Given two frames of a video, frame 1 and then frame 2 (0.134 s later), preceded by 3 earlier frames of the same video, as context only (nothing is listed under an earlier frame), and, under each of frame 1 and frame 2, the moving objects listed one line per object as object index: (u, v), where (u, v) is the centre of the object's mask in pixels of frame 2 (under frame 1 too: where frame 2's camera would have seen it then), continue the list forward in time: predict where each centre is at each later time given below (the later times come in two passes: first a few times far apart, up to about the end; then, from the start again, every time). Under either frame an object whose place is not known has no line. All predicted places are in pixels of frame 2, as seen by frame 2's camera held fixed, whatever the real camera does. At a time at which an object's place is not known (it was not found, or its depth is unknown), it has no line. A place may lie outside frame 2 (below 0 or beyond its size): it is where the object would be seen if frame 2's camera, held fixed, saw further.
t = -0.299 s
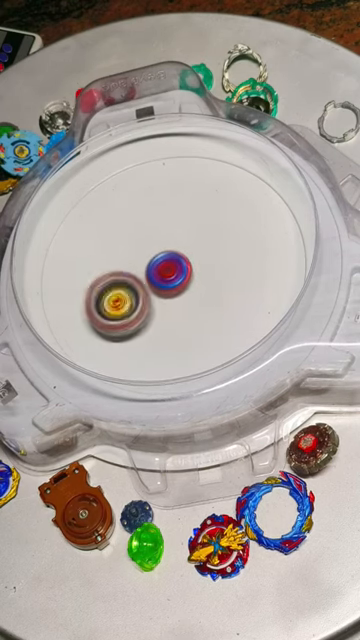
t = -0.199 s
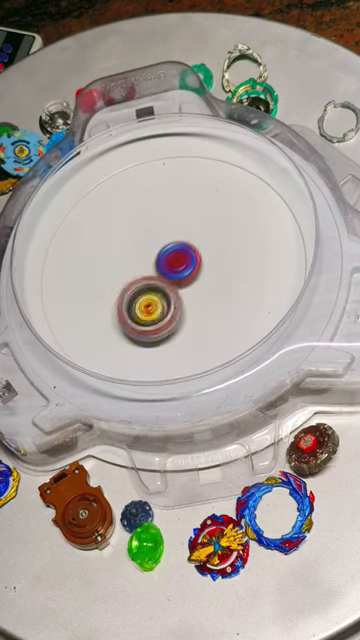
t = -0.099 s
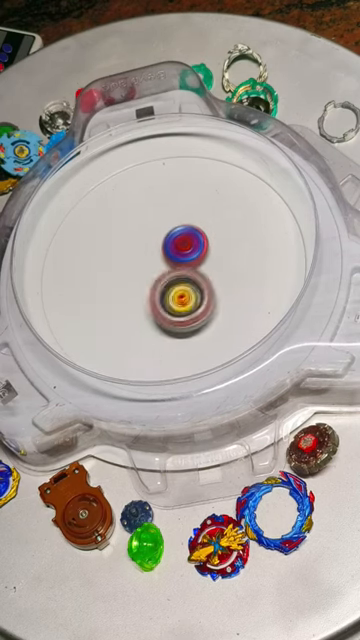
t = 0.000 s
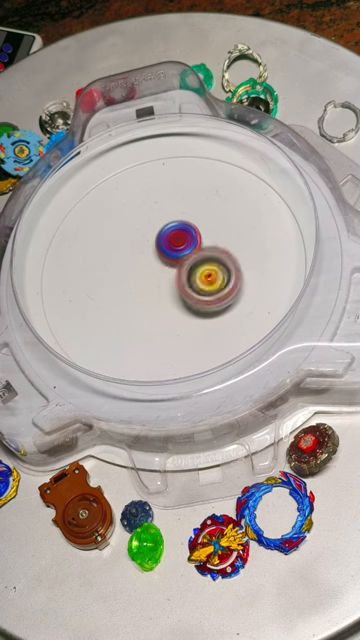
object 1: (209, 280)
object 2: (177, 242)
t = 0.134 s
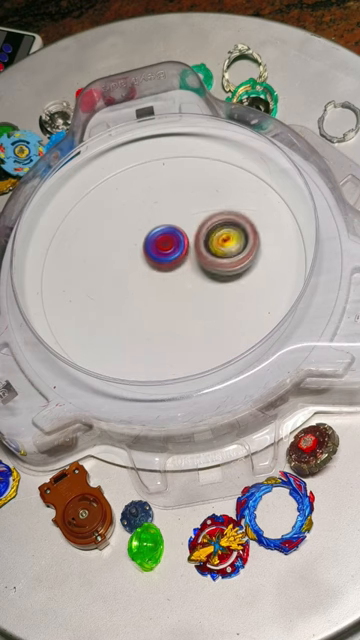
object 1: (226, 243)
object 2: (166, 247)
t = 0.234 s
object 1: (221, 217)
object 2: (159, 252)
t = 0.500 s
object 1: (158, 194)
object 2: (156, 268)
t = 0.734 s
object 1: (118, 246)
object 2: (168, 270)
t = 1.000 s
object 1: (140, 308)
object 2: (190, 259)
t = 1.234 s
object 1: (201, 306)
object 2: (182, 250)
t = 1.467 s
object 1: (220, 253)
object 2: (170, 255)
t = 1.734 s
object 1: (174, 214)
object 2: (125, 281)
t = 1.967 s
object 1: (120, 238)
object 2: (150, 296)
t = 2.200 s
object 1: (103, 285)
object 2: (205, 294)
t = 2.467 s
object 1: (153, 311)
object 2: (226, 241)
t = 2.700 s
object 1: (194, 268)
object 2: (174, 230)
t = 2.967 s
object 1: (181, 218)
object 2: (135, 251)
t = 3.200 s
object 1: (136, 216)
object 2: (139, 272)
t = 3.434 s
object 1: (115, 248)
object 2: (166, 311)
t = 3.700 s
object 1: (139, 276)
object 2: (205, 291)
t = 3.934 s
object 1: (133, 262)
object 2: (190, 263)
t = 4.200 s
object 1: (103, 258)
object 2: (167, 256)
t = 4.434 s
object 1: (98, 269)
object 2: (162, 258)
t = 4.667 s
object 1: (94, 281)
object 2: (157, 266)
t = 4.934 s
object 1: (92, 278)
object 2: (170, 285)
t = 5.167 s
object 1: (64, 272)
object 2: (197, 310)
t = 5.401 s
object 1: (75, 264)
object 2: (164, 296)
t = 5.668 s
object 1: (126, 232)
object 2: (130, 292)
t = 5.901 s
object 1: (162, 198)
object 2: (114, 286)
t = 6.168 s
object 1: (196, 178)
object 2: (119, 273)
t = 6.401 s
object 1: (209, 197)
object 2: (129, 258)
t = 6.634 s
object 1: (208, 241)
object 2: (136, 238)
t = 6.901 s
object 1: (196, 293)
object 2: (146, 231)
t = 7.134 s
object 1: (174, 325)
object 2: (161, 229)
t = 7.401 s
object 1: (149, 327)
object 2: (177, 229)
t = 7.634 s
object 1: (128, 298)
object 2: (187, 239)
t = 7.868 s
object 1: (117, 261)
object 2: (206, 249)
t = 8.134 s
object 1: (119, 222)
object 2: (217, 260)
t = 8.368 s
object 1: (135, 202)
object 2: (218, 272)
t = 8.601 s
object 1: (162, 208)
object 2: (211, 281)
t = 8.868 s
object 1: (198, 230)
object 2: (194, 289)
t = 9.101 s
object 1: (220, 240)
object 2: (171, 303)
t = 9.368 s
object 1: (213, 259)
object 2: (151, 300)
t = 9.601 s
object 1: (190, 281)
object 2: (136, 292)
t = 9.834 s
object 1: (192, 284)
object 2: (116, 281)
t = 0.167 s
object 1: (226, 234)
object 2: (163, 249)
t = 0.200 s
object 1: (224, 225)
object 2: (161, 250)
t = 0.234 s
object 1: (221, 217)
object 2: (159, 252)
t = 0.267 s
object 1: (216, 209)
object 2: (157, 253)
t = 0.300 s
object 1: (210, 202)
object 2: (155, 255)
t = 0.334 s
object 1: (204, 198)
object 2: (154, 257)
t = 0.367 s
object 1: (195, 194)
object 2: (154, 260)
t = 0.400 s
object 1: (187, 191)
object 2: (153, 262)
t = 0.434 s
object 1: (177, 191)
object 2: (154, 264)
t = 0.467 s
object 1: (168, 192)
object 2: (155, 266)
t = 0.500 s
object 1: (158, 194)
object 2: (156, 268)
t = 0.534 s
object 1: (150, 199)
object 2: (158, 269)
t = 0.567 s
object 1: (142, 205)
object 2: (160, 271)
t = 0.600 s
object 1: (134, 212)
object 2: (162, 271)
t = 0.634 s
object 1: (129, 220)
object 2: (164, 271)
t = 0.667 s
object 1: (124, 229)
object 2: (166, 271)
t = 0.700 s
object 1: (120, 237)
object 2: (167, 270)
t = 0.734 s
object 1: (118, 246)
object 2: (168, 270)
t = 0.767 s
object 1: (117, 255)
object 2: (169, 269)
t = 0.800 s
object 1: (115, 264)
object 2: (175, 269)
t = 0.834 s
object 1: (116, 272)
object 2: (182, 268)
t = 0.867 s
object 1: (118, 281)
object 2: (186, 267)
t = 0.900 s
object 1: (122, 289)
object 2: (188, 265)
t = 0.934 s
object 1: (126, 296)
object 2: (190, 263)
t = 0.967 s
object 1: (132, 303)
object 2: (190, 261)
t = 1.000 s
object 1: (140, 308)
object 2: (190, 259)
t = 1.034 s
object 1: (147, 313)
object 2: (189, 257)
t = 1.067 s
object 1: (156, 316)
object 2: (188, 255)
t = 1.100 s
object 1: (165, 317)
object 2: (187, 254)
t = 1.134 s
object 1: (174, 316)
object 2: (186, 253)
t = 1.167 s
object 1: (183, 314)
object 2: (185, 252)
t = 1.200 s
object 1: (192, 311)
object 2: (183, 251)
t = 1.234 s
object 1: (201, 306)
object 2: (182, 250)
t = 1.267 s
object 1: (208, 300)
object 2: (181, 250)
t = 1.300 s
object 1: (213, 293)
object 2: (179, 250)
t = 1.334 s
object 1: (218, 286)
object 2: (177, 250)
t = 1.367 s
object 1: (221, 277)
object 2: (175, 251)
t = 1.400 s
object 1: (222, 269)
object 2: (173, 252)
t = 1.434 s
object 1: (221, 260)
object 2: (171, 253)
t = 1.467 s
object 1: (220, 253)
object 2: (170, 255)
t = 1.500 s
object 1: (216, 245)
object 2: (167, 257)
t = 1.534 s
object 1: (212, 239)
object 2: (162, 259)
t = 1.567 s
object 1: (210, 232)
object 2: (149, 262)
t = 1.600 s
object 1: (205, 226)
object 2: (138, 265)
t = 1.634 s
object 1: (199, 222)
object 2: (131, 267)
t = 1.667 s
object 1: (191, 218)
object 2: (127, 271)
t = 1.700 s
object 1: (183, 215)
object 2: (125, 276)
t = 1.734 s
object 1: (174, 214)
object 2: (125, 281)
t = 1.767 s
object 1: (165, 214)
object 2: (127, 286)
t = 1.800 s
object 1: (156, 215)
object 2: (129, 289)
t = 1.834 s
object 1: (148, 218)
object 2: (133, 292)
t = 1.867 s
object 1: (140, 222)
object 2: (137, 294)
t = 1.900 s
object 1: (132, 227)
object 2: (141, 296)
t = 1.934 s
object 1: (126, 232)
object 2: (146, 296)
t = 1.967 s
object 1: (120, 238)
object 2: (150, 296)
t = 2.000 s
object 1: (116, 246)
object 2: (153, 296)
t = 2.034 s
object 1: (113, 253)
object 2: (156, 294)
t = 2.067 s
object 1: (111, 261)
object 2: (159, 293)
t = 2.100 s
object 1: (111, 269)
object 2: (161, 292)
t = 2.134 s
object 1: (108, 275)
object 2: (170, 292)
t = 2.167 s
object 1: (104, 280)
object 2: (189, 294)
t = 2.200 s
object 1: (103, 285)
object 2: (205, 294)
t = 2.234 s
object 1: (105, 291)
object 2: (219, 292)
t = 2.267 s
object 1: (110, 297)
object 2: (228, 288)
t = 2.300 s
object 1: (114, 303)
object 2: (235, 282)
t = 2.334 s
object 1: (120, 307)
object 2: (238, 273)
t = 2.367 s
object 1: (127, 309)
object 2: (239, 264)
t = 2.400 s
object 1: (136, 311)
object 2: (237, 255)
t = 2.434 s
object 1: (145, 311)
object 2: (232, 247)
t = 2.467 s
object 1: (153, 311)
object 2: (226, 241)
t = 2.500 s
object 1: (160, 308)
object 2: (219, 237)
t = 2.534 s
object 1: (168, 303)
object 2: (212, 234)
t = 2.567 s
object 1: (176, 297)
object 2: (204, 232)
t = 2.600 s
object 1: (182, 291)
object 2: (196, 231)
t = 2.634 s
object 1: (188, 285)
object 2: (190, 231)
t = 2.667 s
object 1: (191, 277)
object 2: (182, 230)
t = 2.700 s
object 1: (194, 268)
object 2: (174, 230)
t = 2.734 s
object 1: (197, 262)
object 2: (167, 230)
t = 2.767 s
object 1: (199, 255)
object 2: (159, 231)
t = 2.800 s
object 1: (198, 248)
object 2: (153, 232)
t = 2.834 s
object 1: (196, 240)
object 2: (147, 235)
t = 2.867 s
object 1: (194, 233)
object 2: (143, 239)
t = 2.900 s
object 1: (191, 228)
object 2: (139, 243)
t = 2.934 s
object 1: (186, 222)
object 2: (137, 247)
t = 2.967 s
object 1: (181, 218)
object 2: (135, 251)
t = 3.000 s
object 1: (175, 214)
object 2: (134, 255)
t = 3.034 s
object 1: (169, 211)
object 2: (133, 259)
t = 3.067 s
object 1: (163, 210)
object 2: (133, 263)
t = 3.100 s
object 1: (156, 211)
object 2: (134, 266)
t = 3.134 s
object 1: (149, 212)
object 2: (135, 269)
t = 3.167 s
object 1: (142, 214)
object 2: (137, 271)
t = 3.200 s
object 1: (136, 216)
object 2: (139, 272)
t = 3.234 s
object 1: (131, 221)
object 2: (141, 274)
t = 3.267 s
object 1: (126, 224)
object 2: (143, 279)
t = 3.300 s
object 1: (122, 226)
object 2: (147, 290)
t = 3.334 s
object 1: (118, 231)
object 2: (152, 299)
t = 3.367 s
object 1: (115, 236)
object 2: (157, 305)
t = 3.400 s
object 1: (115, 241)
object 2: (161, 309)
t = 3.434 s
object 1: (115, 248)
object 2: (166, 311)
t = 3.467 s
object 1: (116, 255)
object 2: (171, 311)
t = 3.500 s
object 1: (119, 261)
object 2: (175, 309)
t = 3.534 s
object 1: (122, 267)
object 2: (179, 307)
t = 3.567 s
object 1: (127, 272)
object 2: (182, 304)
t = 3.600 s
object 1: (133, 276)
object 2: (184, 301)
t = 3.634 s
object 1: (138, 277)
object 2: (191, 298)
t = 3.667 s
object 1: (140, 278)
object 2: (199, 295)
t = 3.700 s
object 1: (139, 276)
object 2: (205, 291)
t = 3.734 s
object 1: (138, 274)
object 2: (208, 286)
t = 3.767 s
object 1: (136, 272)
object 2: (208, 281)
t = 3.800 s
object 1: (135, 269)
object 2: (206, 276)
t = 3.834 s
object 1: (135, 267)
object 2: (203, 272)
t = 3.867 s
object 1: (134, 266)
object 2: (199, 268)
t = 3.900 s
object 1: (134, 264)
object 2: (195, 265)
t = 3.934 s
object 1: (133, 262)
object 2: (190, 263)
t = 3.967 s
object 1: (131, 259)
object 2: (187, 260)
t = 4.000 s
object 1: (125, 257)
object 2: (189, 258)
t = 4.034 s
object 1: (121, 256)
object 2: (189, 257)
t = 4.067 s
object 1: (116, 255)
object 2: (187, 257)
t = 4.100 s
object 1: (112, 256)
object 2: (182, 257)
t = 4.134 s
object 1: (109, 256)
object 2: (177, 257)
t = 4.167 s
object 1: (106, 257)
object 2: (172, 256)
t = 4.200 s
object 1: (103, 258)
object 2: (167, 256)
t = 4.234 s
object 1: (101, 260)
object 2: (162, 256)
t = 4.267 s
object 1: (100, 262)
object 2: (158, 257)
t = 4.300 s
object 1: (101, 263)
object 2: (155, 257)
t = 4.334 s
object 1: (101, 263)
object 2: (155, 257)
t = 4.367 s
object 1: (101, 265)
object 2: (159, 257)
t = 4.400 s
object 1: (99, 267)
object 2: (162, 257)
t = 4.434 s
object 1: (98, 269)
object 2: (162, 258)
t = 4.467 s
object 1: (97, 271)
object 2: (159, 259)
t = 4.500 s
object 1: (97, 273)
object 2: (155, 261)
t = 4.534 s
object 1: (98, 275)
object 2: (151, 263)
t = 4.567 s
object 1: (100, 275)
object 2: (149, 264)
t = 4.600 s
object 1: (98, 278)
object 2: (151, 263)
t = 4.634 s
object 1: (96, 279)
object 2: (155, 264)
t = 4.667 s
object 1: (94, 281)
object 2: (157, 266)
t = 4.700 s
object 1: (93, 282)
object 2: (157, 268)
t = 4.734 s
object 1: (93, 283)
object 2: (156, 269)
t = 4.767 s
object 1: (95, 284)
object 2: (154, 271)
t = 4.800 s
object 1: (98, 285)
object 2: (152, 272)
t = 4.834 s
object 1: (102, 285)
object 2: (152, 273)
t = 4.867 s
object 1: (103, 283)
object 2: (154, 274)
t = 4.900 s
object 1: (98, 281)
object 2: (160, 278)
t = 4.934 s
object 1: (92, 278)
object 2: (170, 285)
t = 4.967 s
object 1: (87, 275)
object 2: (182, 296)
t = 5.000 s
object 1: (82, 274)
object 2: (190, 301)
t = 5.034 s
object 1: (79, 274)
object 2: (197, 305)
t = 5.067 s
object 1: (74, 274)
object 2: (201, 309)
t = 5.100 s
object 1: (71, 273)
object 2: (203, 309)
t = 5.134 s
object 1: (67, 273)
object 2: (201, 310)
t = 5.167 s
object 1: (64, 272)
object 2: (197, 310)
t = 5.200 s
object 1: (62, 271)
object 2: (194, 309)
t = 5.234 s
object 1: (61, 270)
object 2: (190, 307)
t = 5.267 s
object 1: (61, 270)
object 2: (185, 305)
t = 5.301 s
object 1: (63, 268)
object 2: (181, 302)
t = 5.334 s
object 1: (65, 267)
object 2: (175, 300)
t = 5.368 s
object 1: (70, 265)
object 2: (170, 298)
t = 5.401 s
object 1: (75, 264)
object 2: (164, 296)
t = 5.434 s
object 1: (81, 261)
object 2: (159, 295)
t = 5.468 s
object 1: (87, 259)
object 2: (154, 294)
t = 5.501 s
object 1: (94, 255)
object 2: (149, 293)
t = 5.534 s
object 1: (101, 252)
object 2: (144, 292)
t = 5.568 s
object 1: (108, 247)
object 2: (139, 292)
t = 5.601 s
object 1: (114, 243)
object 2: (137, 292)
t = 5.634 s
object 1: (120, 238)
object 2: (134, 292)
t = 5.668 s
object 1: (126, 232)
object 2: (130, 292)
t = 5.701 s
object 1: (131, 226)
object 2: (126, 291)
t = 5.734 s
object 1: (137, 221)
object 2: (123, 290)
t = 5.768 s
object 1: (142, 216)
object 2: (120, 290)
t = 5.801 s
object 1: (147, 211)
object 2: (117, 289)
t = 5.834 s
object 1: (152, 207)
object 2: (116, 288)
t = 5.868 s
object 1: (157, 202)
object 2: (114, 287)
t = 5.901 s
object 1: (162, 198)
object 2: (114, 286)
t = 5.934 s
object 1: (167, 194)
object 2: (113, 285)
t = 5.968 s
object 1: (172, 191)
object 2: (114, 283)
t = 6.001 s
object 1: (176, 188)
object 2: (114, 282)
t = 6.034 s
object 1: (181, 185)
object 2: (114, 280)
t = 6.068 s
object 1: (185, 183)
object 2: (115, 278)
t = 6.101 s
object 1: (189, 180)
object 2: (116, 277)
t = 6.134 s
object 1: (192, 180)
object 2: (118, 275)
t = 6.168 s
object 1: (196, 178)
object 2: (119, 273)
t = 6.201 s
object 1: (199, 179)
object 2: (120, 271)
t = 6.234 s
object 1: (201, 180)
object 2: (122, 269)
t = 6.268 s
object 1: (203, 181)
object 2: (123, 267)
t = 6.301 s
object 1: (205, 184)
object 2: (124, 265)
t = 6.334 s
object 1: (207, 187)
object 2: (126, 263)
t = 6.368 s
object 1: (208, 192)
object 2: (127, 261)
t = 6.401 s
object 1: (209, 197)
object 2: (129, 258)
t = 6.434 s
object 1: (210, 202)
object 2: (130, 255)
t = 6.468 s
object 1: (210, 208)
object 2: (131, 252)
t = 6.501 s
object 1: (211, 215)
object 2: (133, 249)
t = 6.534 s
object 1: (210, 222)
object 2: (133, 246)
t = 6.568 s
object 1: (210, 228)
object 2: (134, 243)
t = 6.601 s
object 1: (209, 234)
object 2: (135, 241)
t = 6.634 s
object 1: (208, 241)
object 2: (136, 238)
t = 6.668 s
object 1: (207, 248)
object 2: (137, 236)
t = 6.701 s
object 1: (206, 255)
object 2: (138, 234)
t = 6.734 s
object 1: (205, 262)
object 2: (140, 232)
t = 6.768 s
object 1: (203, 268)
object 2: (141, 231)
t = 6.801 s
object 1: (202, 275)
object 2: (142, 231)
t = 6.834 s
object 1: (200, 281)
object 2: (143, 231)
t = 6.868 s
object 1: (198, 288)
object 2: (144, 231)
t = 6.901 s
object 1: (196, 293)
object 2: (146, 231)
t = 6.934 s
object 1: (193, 299)
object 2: (147, 231)
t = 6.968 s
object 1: (190, 304)
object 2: (149, 231)
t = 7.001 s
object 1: (187, 309)
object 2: (151, 231)
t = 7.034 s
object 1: (184, 314)
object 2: (153, 231)
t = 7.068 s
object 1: (181, 318)
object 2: (156, 230)
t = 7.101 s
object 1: (177, 322)
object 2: (158, 230)
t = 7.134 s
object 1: (174, 325)
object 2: (161, 229)
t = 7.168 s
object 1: (171, 328)
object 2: (164, 228)
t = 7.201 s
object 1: (168, 330)
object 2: (167, 228)
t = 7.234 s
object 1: (164, 332)
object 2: (169, 228)
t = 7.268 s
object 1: (160, 332)
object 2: (172, 228)
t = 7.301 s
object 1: (157, 332)
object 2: (173, 228)
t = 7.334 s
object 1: (154, 331)
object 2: (174, 228)
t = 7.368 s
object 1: (151, 330)
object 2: (176, 229)
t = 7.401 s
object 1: (149, 327)
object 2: (177, 229)
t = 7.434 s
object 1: (146, 323)
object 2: (178, 230)
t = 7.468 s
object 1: (143, 320)
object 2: (179, 231)
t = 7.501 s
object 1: (139, 317)
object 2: (181, 233)
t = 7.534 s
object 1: (136, 313)
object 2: (182, 234)
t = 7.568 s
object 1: (133, 308)
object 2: (183, 236)
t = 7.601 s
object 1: (130, 303)
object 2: (185, 237)
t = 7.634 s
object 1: (128, 298)
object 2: (187, 239)
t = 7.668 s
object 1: (125, 292)
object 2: (189, 241)
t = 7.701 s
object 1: (123, 288)
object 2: (192, 242)
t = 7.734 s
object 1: (121, 283)
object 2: (195, 243)
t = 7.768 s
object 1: (120, 278)
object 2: (198, 245)
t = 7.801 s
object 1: (119, 272)
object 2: (201, 246)
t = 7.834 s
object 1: (118, 267)
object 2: (203, 247)
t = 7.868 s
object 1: (117, 261)
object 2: (206, 249)
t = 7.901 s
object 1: (117, 256)
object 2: (208, 250)
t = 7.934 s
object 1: (116, 251)
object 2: (210, 251)
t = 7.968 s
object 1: (117, 245)
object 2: (212, 253)
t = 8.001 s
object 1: (117, 240)
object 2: (213, 254)
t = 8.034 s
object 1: (117, 235)
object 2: (215, 255)
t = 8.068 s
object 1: (117, 230)
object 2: (216, 257)
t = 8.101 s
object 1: (118, 226)
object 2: (217, 259)
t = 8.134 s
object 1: (119, 222)
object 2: (217, 260)
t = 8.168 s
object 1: (121, 218)
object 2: (218, 262)
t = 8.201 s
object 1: (123, 214)
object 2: (219, 264)
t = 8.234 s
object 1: (125, 211)
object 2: (219, 265)
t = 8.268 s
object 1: (127, 208)
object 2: (219, 267)
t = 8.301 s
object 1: (130, 205)
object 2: (219, 268)
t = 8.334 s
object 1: (132, 203)
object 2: (218, 270)
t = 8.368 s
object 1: (135, 202)
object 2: (218, 272)
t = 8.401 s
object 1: (138, 202)
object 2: (218, 273)
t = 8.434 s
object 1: (141, 202)
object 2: (217, 274)
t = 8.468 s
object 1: (145, 203)
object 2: (216, 276)
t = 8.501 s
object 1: (149, 204)
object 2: (215, 277)
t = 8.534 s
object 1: (154, 205)
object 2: (214, 278)
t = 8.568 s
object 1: (158, 206)
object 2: (213, 279)
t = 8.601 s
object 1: (162, 208)
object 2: (211, 281)
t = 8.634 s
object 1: (167, 211)
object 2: (209, 282)
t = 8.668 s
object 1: (172, 213)
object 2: (207, 283)
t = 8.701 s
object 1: (176, 216)
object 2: (205, 285)
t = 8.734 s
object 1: (181, 218)
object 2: (203, 285)
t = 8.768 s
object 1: (186, 221)
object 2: (201, 287)
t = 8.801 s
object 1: (191, 224)
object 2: (199, 287)
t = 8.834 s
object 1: (195, 226)
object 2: (196, 289)
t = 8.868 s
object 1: (198, 230)
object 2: (194, 289)
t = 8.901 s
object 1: (202, 233)
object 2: (191, 290)
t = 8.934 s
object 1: (206, 236)
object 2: (189, 292)
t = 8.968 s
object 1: (209, 236)
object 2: (186, 296)
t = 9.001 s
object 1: (213, 237)
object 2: (183, 300)
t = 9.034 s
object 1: (216, 238)
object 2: (178, 302)
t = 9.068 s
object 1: (219, 239)
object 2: (175, 303)
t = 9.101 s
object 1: (220, 240)
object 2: (171, 303)
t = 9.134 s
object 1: (221, 241)
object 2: (168, 303)
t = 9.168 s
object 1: (221, 242)
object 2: (165, 303)
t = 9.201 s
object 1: (220, 245)
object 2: (163, 303)
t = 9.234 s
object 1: (220, 248)
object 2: (160, 303)
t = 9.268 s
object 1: (219, 251)
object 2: (158, 302)
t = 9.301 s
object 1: (218, 253)
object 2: (155, 302)
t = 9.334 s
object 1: (215, 255)
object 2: (153, 301)
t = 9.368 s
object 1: (213, 259)
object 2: (151, 300)
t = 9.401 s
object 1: (210, 262)
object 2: (149, 299)
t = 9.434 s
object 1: (206, 265)
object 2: (148, 298)
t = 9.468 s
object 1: (202, 269)
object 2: (146, 297)
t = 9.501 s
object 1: (199, 272)
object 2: (145, 296)
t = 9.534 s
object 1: (195, 274)
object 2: (143, 294)
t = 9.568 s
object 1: (190, 278)
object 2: (140, 293)
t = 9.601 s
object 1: (190, 281)
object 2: (136, 292)
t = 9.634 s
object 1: (190, 281)
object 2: (127, 289)
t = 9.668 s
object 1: (191, 283)
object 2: (120, 287)
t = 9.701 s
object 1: (193, 284)
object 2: (115, 285)
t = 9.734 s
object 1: (193, 284)
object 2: (113, 284)
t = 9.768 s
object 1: (193, 285)
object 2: (113, 283)
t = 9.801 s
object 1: (194, 285)
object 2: (114, 282)
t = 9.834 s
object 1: (192, 284)
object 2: (116, 281)
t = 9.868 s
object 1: (192, 284)
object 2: (118, 280)
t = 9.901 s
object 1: (191, 283)
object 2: (120, 279)
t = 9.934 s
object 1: (189, 282)
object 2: (122, 277)
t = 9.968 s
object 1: (186, 281)
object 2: (125, 276)
